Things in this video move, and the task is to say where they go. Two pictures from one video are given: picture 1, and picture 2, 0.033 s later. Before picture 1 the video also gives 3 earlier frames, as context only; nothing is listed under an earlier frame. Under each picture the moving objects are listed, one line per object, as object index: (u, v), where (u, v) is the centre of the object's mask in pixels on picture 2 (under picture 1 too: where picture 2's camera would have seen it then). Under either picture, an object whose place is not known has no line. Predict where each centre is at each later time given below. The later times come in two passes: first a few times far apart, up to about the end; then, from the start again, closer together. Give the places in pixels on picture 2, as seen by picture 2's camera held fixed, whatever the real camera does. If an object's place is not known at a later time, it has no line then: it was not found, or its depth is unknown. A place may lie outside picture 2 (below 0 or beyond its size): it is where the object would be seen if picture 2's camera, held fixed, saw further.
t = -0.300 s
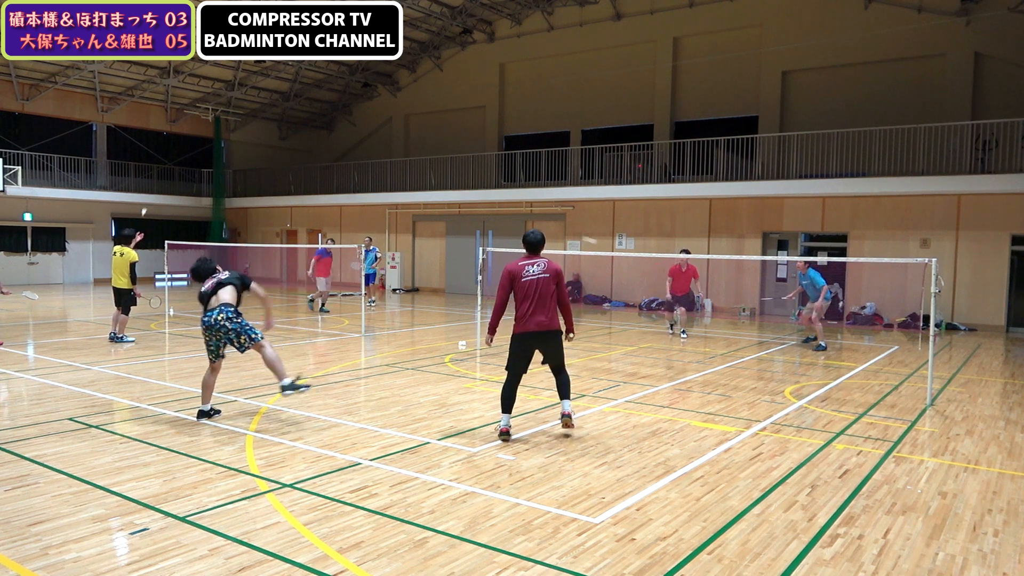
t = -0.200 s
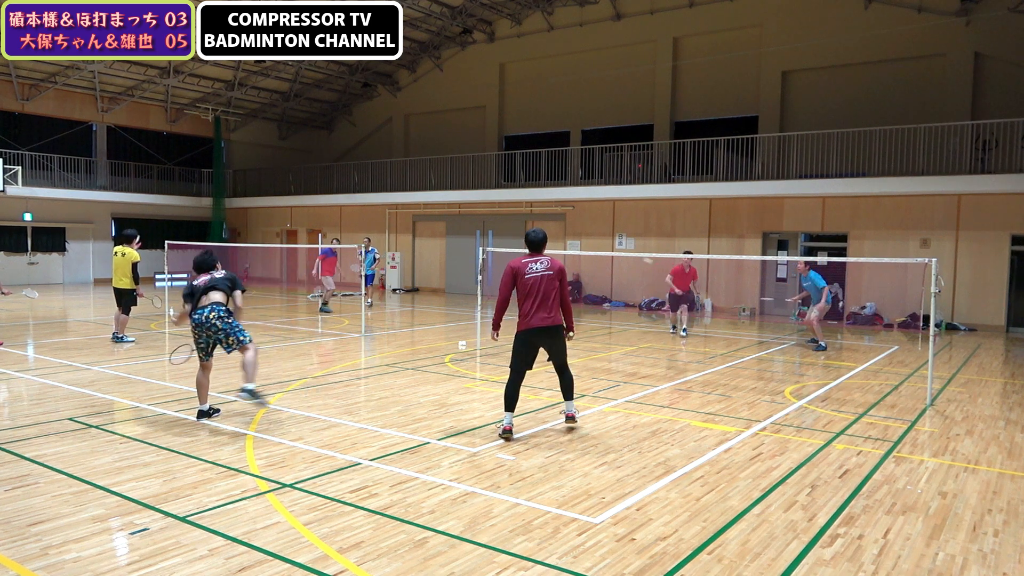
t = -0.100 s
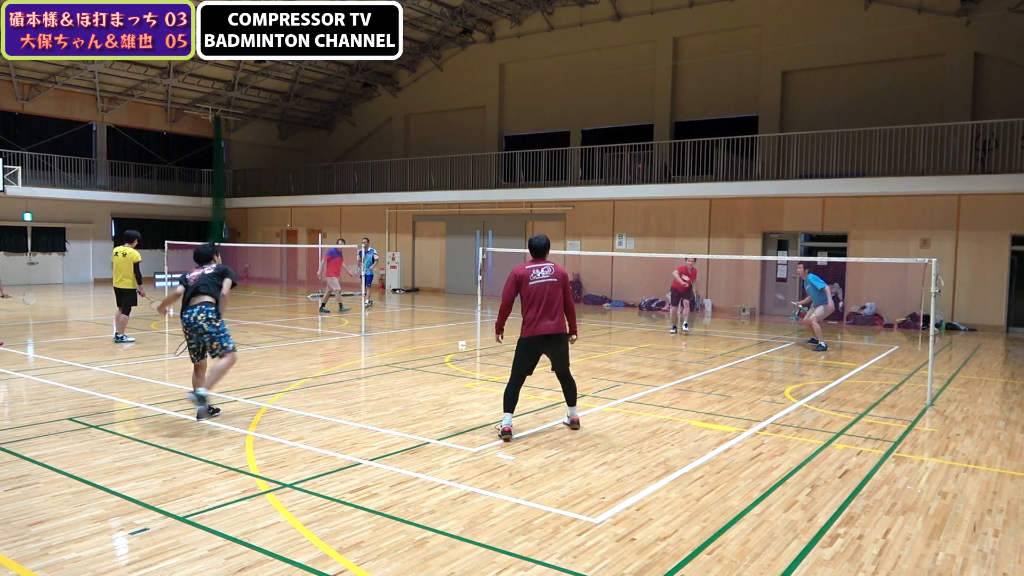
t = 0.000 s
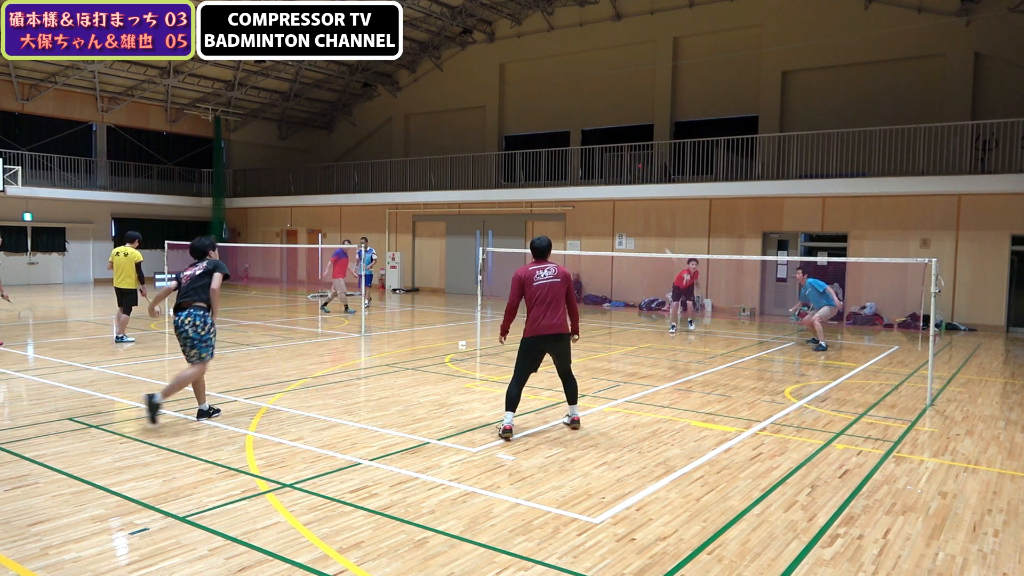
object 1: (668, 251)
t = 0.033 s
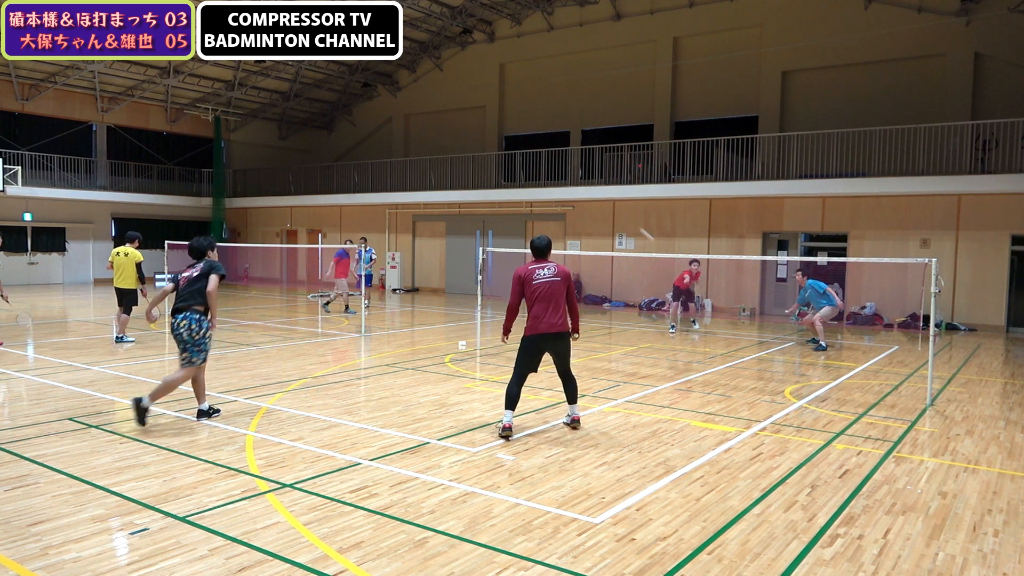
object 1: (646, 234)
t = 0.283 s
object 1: (513, 132)
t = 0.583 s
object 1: (394, 95)
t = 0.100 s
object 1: (605, 198)
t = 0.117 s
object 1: (595, 189)
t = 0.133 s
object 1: (585, 181)
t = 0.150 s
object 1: (577, 175)
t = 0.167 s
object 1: (568, 168)
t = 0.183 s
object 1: (560, 162)
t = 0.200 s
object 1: (551, 157)
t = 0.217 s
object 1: (543, 151)
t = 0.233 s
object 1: (535, 146)
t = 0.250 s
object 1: (528, 141)
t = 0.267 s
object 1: (520, 136)
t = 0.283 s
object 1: (513, 132)
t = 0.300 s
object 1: (506, 128)
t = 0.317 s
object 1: (499, 124)
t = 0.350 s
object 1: (484, 116)
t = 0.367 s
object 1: (478, 113)
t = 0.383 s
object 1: (471, 110)
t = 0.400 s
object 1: (464, 108)
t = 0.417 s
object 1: (457, 105)
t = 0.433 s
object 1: (451, 103)
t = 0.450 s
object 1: (444, 102)
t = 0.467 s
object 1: (438, 100)
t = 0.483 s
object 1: (431, 99)
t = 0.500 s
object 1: (425, 98)
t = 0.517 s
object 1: (419, 97)
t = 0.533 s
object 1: (412, 96)
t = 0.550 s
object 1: (406, 96)
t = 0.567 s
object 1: (401, 95)
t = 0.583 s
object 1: (394, 95)
